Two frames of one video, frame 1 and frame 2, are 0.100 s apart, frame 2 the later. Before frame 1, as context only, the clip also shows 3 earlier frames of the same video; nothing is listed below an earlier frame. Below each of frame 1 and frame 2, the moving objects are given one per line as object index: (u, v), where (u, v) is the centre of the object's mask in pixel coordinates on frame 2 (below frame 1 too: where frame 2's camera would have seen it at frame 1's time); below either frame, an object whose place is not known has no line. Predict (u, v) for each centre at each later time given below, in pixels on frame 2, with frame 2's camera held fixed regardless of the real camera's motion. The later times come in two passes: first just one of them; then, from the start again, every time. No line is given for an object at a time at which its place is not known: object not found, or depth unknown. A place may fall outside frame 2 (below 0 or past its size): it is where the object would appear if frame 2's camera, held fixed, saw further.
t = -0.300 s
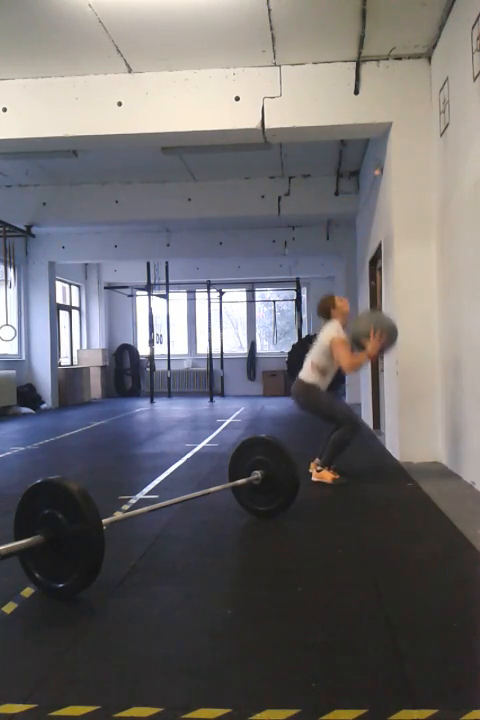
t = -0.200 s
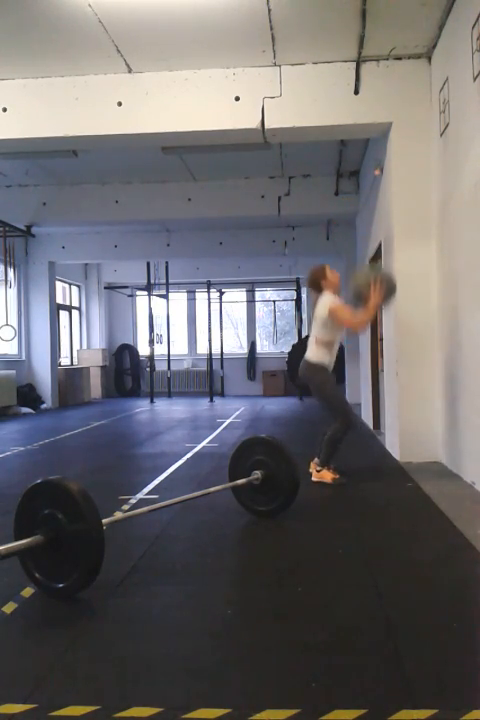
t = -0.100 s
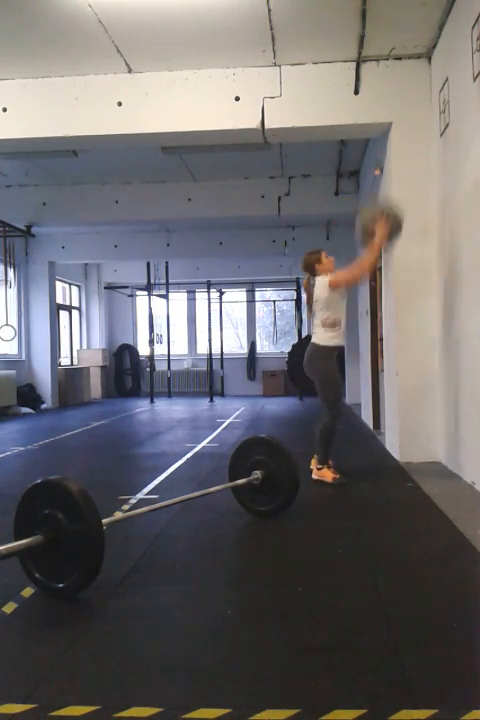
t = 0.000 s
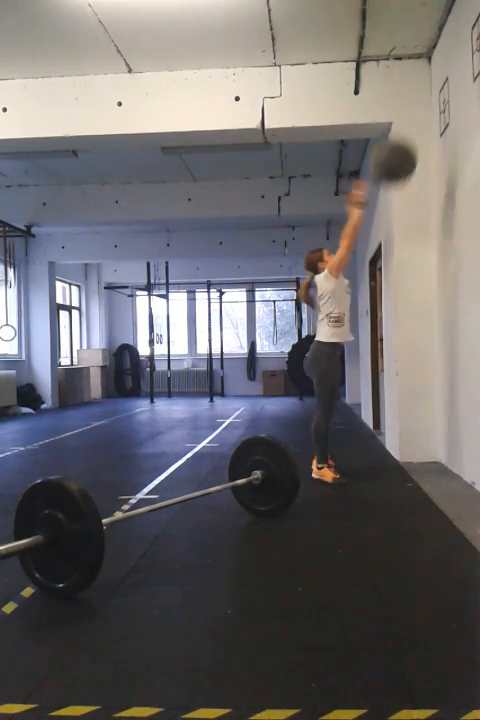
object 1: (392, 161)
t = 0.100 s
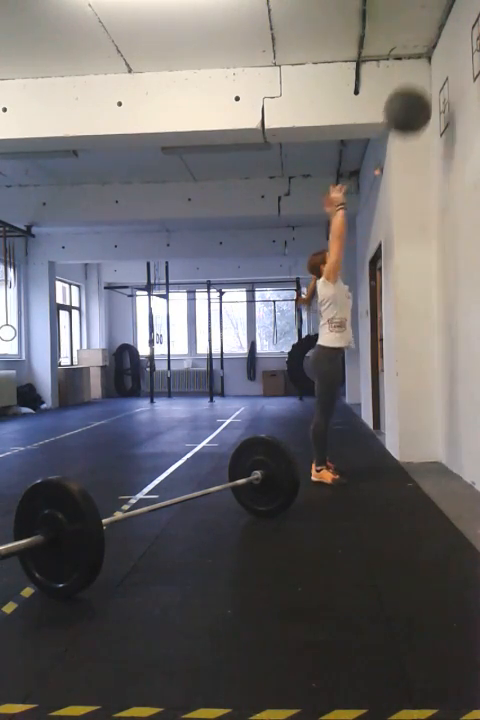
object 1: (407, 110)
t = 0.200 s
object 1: (422, 75)
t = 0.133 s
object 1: (412, 97)
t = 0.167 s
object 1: (416, 85)
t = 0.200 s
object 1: (422, 75)
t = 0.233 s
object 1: (426, 66)
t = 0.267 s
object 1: (431, 59)
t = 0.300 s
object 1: (431, 55)
